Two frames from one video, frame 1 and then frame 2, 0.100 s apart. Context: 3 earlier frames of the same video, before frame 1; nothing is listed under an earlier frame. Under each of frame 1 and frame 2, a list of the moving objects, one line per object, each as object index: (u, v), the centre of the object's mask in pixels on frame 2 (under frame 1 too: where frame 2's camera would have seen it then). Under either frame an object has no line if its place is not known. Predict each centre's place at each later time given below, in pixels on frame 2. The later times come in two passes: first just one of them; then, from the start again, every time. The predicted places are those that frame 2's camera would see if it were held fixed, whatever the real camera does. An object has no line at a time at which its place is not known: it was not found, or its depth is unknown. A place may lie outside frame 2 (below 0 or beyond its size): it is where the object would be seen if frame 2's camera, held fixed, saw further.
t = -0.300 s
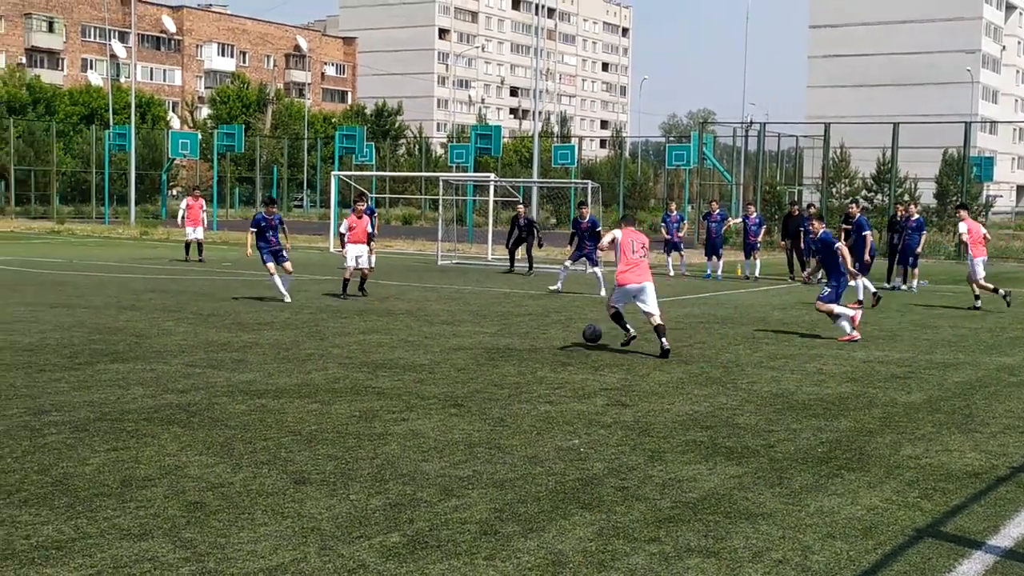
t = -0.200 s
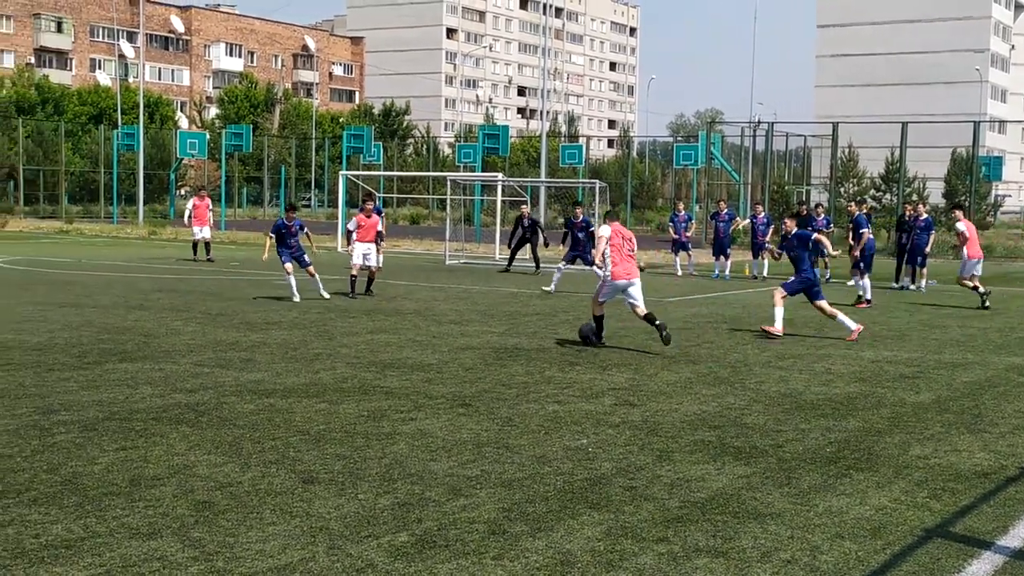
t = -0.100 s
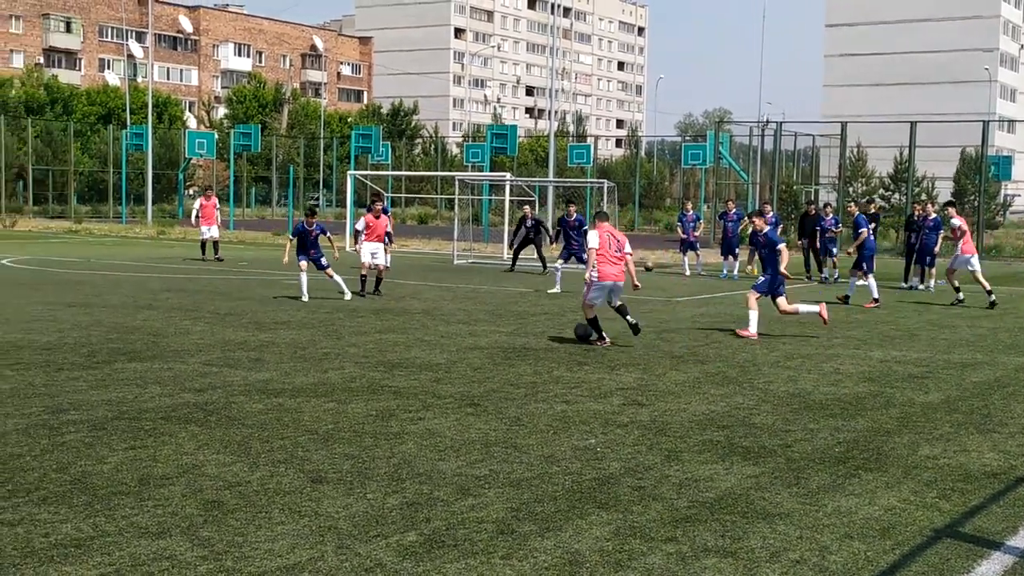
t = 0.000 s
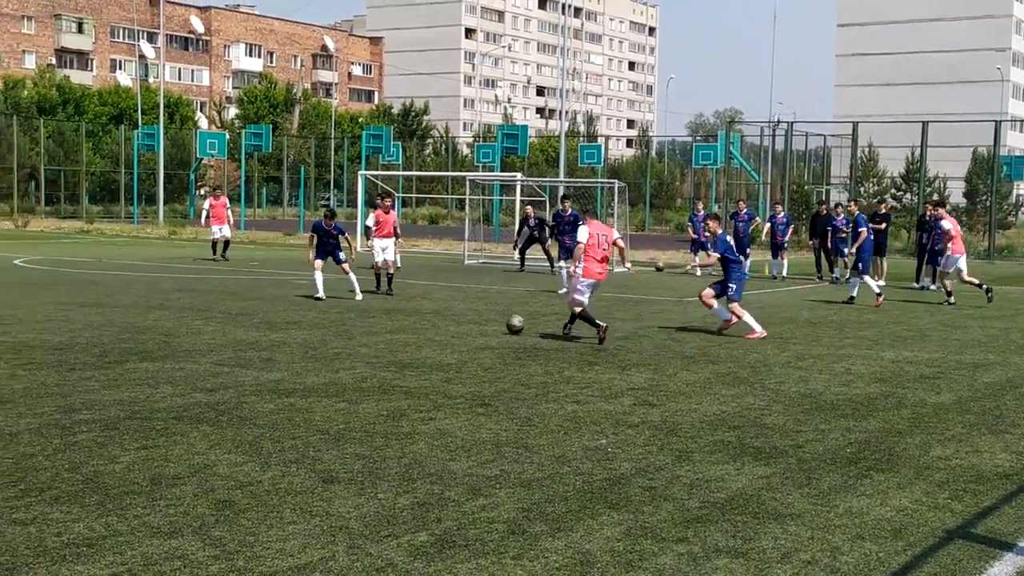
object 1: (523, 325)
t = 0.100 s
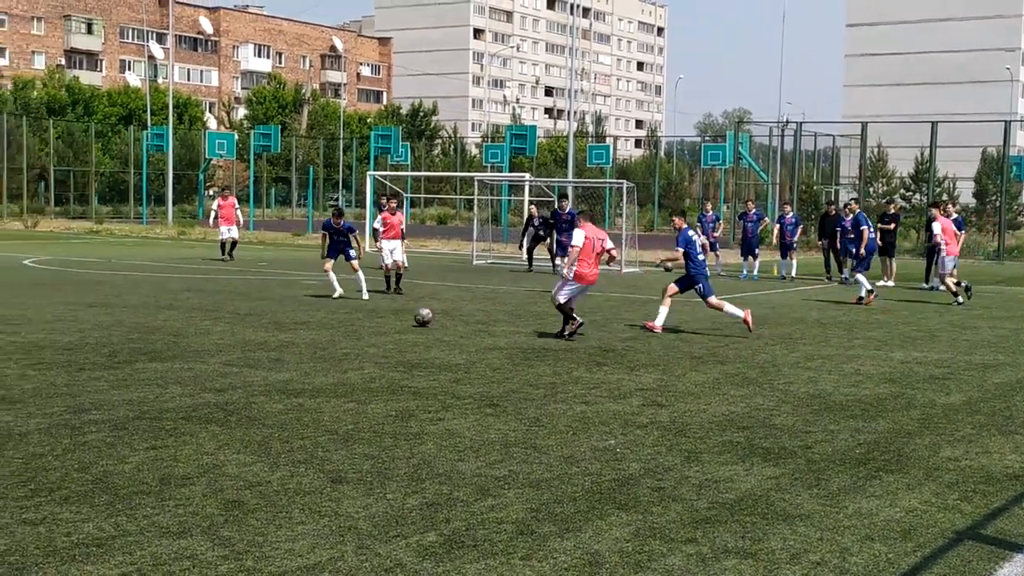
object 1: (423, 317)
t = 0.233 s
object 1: (310, 309)
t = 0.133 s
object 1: (393, 315)
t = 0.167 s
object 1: (363, 313)
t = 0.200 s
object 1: (335, 312)
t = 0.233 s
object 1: (310, 309)
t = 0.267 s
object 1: (285, 307)
